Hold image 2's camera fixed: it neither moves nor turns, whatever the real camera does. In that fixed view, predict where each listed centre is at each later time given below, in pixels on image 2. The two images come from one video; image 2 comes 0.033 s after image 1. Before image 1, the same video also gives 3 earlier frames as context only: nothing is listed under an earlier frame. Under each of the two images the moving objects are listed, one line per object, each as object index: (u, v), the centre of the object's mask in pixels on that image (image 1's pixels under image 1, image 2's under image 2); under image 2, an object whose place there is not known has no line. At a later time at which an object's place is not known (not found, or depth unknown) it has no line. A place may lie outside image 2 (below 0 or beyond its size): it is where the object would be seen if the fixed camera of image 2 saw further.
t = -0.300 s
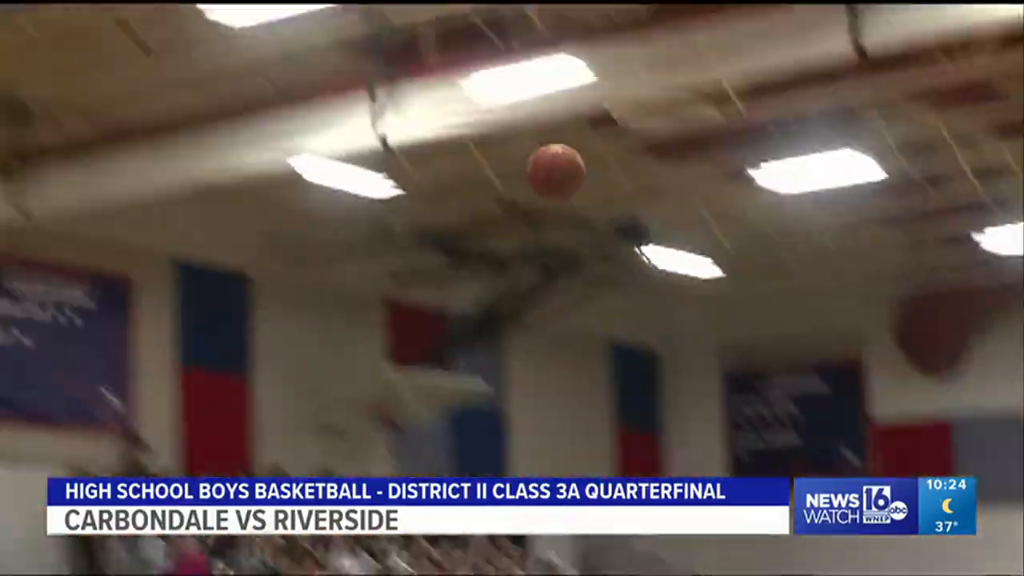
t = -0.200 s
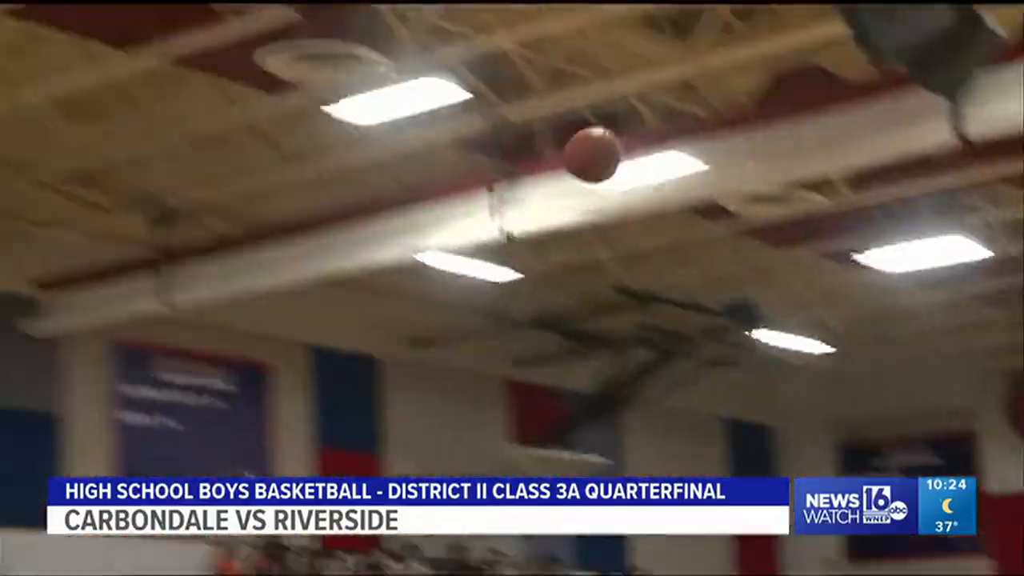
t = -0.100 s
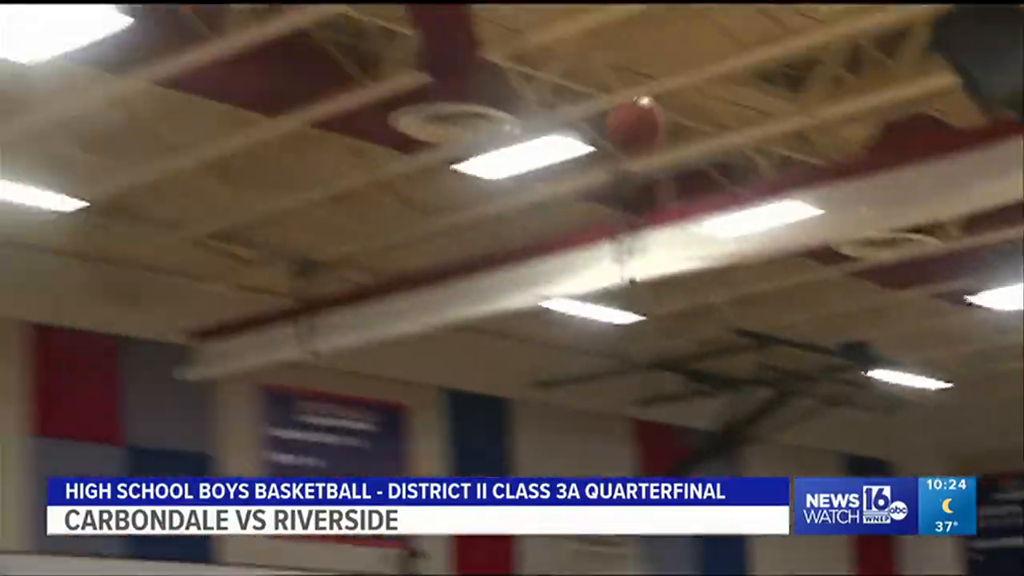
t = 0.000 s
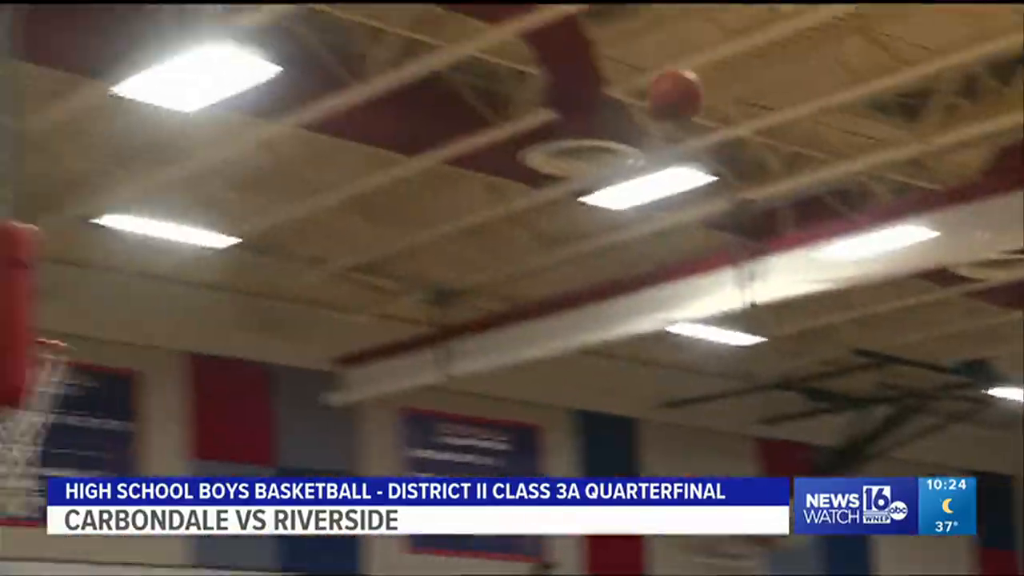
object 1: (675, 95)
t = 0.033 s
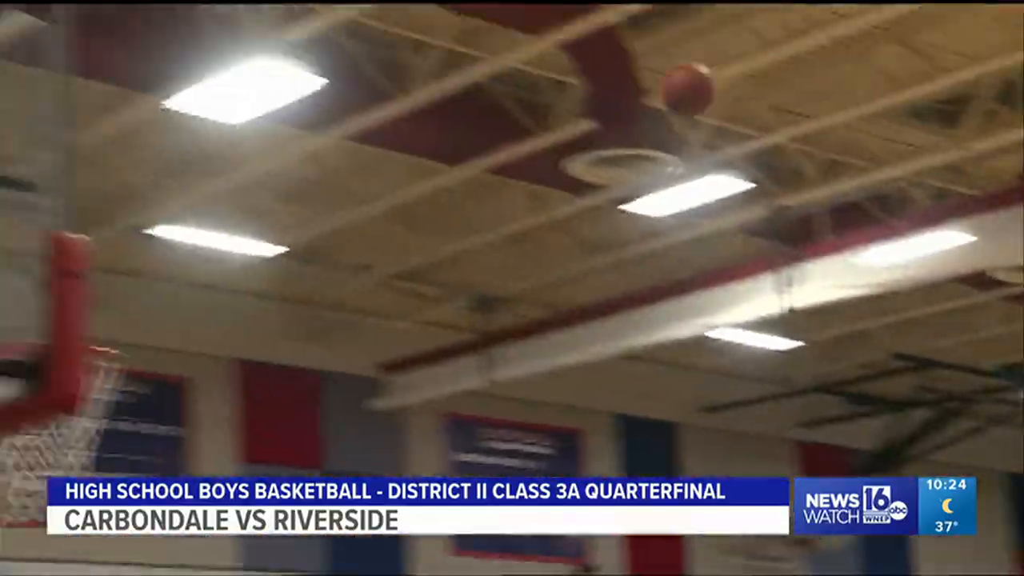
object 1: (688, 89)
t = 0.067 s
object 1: (661, 76)
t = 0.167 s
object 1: (579, 48)
